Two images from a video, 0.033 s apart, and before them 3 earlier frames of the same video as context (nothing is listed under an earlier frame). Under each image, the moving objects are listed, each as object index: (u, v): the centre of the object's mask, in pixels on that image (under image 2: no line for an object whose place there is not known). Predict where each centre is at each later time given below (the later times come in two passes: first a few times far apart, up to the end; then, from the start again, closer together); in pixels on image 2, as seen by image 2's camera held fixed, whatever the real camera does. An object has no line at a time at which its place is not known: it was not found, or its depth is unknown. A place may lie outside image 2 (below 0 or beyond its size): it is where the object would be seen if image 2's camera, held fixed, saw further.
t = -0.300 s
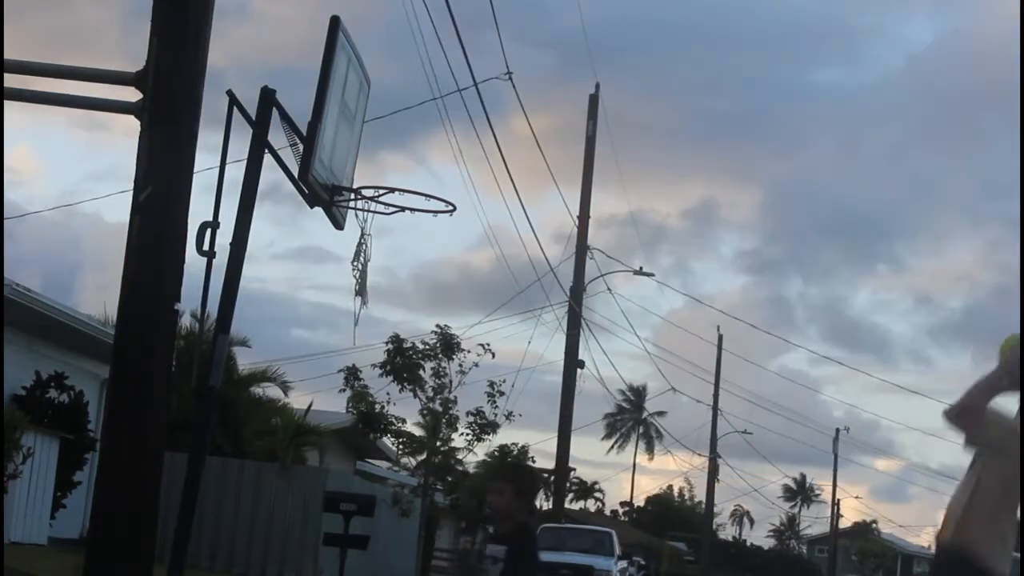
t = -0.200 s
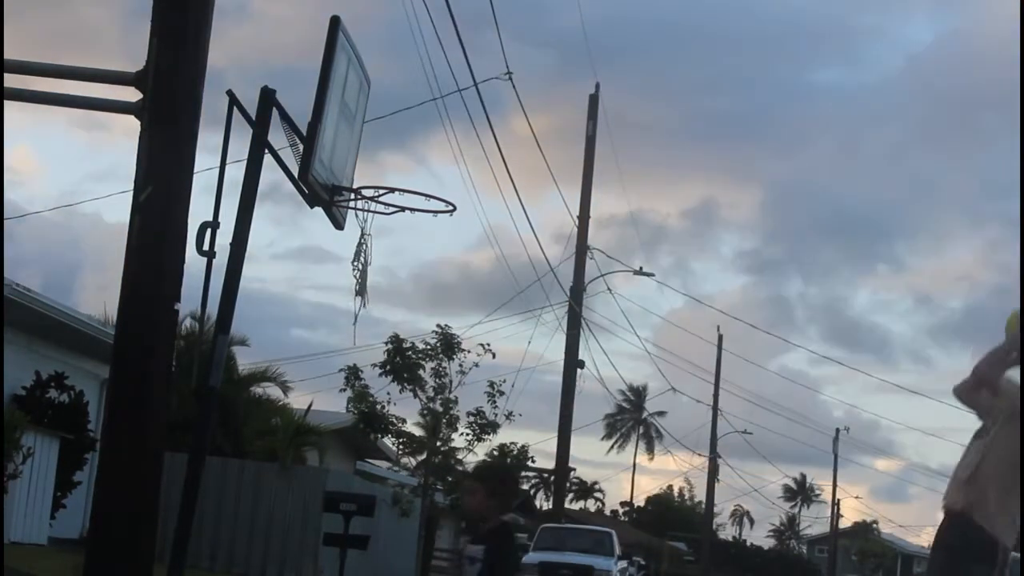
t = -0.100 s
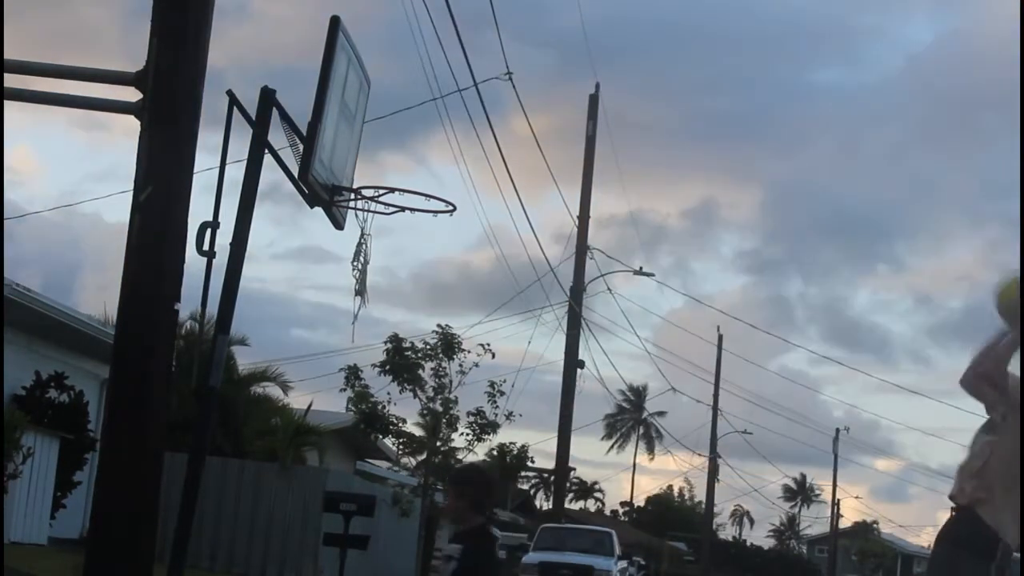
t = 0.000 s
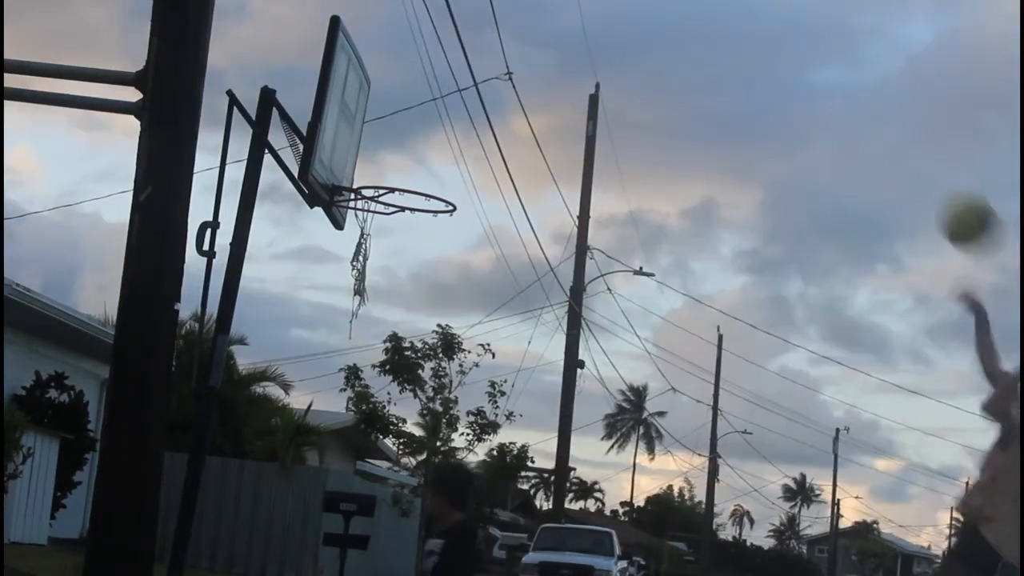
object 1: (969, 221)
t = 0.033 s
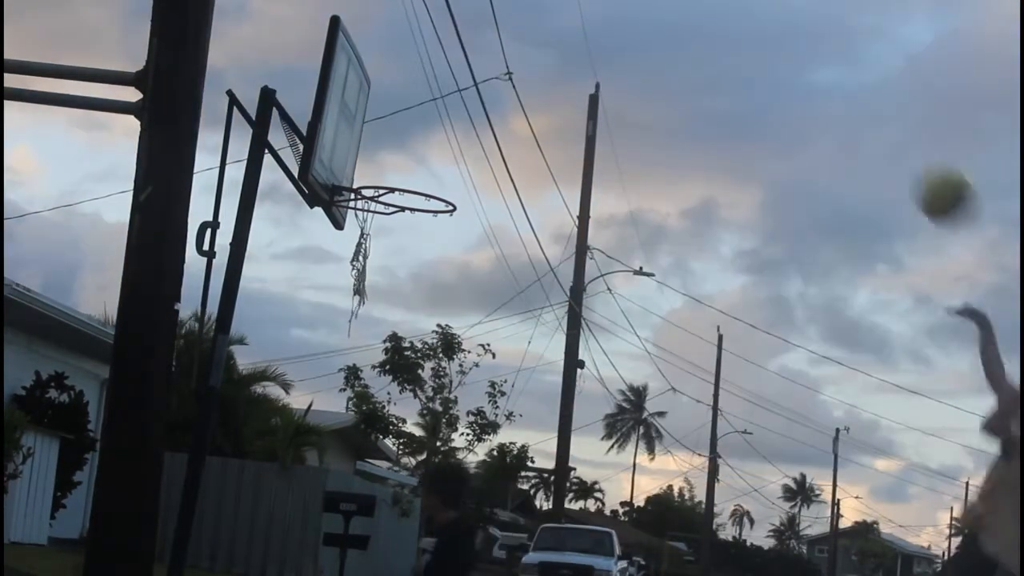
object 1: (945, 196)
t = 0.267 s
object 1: (774, 77)
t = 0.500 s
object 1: (592, 65)
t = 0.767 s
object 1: (380, 188)
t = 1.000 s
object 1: (505, 353)
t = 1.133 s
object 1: (573, 493)
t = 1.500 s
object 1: (726, 561)
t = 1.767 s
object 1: (807, 476)
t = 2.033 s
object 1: (874, 515)
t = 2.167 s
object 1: (897, 566)
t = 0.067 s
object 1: (920, 172)
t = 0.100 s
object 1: (897, 151)
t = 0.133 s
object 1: (872, 132)
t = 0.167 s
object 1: (847, 114)
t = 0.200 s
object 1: (823, 100)
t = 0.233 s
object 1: (799, 87)
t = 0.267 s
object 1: (774, 77)
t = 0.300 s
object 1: (747, 68)
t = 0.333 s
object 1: (722, 62)
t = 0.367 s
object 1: (696, 58)
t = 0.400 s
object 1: (670, 56)
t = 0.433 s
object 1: (645, 57)
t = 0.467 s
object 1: (619, 60)
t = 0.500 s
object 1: (592, 65)
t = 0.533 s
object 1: (566, 72)
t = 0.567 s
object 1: (540, 82)
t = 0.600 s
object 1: (511, 95)
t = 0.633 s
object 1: (484, 109)
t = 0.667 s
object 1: (456, 127)
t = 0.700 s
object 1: (429, 144)
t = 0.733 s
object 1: (402, 165)
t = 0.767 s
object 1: (380, 188)
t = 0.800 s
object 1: (394, 204)
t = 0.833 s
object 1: (413, 225)
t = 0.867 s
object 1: (432, 245)
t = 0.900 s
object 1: (451, 268)
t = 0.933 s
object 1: (470, 293)
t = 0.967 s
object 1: (487, 320)
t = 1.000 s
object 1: (505, 353)
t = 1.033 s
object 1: (521, 385)
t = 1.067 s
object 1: (539, 417)
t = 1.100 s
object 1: (558, 459)
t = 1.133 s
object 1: (573, 493)
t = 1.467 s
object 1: (716, 569)
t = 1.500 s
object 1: (726, 561)
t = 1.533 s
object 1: (734, 554)
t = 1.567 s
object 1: (747, 536)
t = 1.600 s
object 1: (759, 519)
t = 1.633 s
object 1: (771, 507)
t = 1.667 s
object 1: (781, 495)
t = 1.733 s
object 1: (798, 480)
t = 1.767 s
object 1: (807, 476)
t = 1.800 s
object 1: (816, 474)
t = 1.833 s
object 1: (824, 474)
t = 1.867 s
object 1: (833, 475)
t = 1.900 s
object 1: (842, 479)
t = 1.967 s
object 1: (858, 493)
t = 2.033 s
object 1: (874, 515)
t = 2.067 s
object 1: (879, 532)
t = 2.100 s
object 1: (887, 545)
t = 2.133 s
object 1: (892, 560)
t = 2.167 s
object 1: (897, 566)
